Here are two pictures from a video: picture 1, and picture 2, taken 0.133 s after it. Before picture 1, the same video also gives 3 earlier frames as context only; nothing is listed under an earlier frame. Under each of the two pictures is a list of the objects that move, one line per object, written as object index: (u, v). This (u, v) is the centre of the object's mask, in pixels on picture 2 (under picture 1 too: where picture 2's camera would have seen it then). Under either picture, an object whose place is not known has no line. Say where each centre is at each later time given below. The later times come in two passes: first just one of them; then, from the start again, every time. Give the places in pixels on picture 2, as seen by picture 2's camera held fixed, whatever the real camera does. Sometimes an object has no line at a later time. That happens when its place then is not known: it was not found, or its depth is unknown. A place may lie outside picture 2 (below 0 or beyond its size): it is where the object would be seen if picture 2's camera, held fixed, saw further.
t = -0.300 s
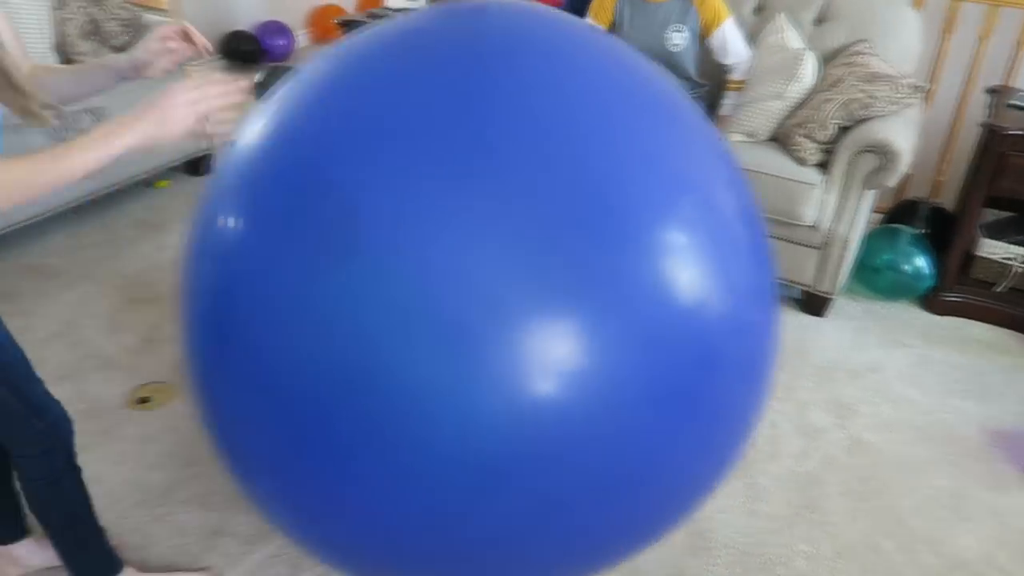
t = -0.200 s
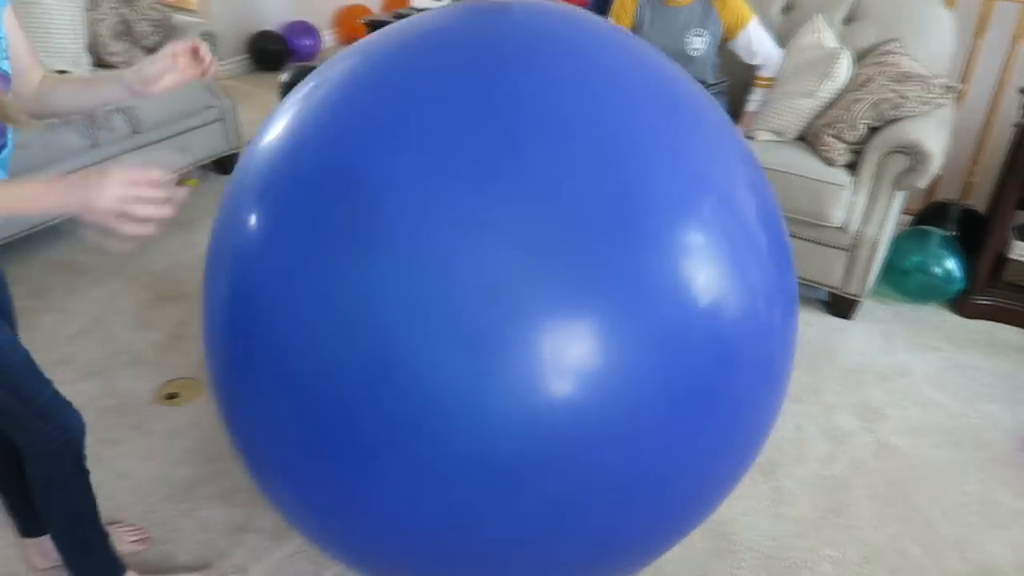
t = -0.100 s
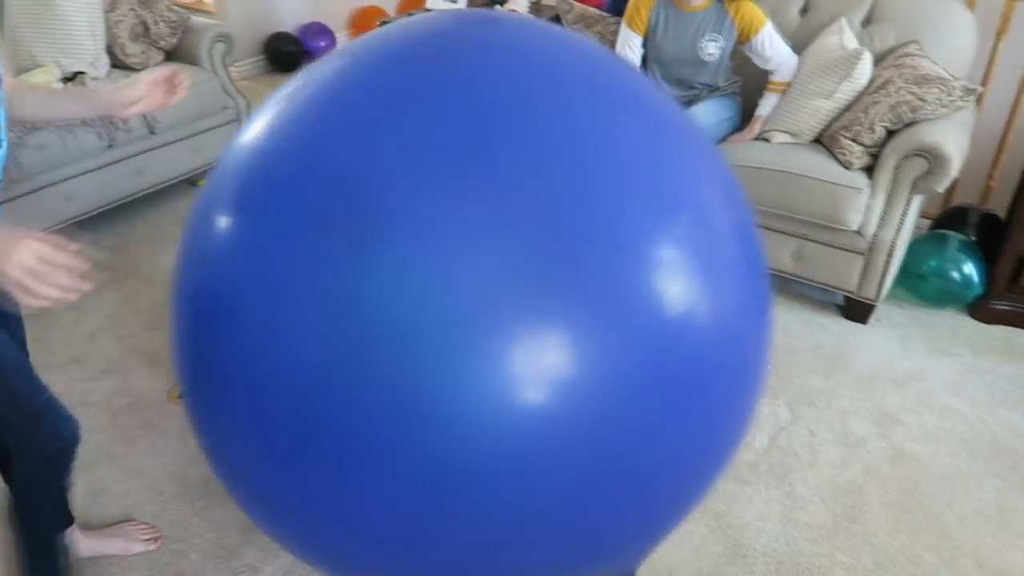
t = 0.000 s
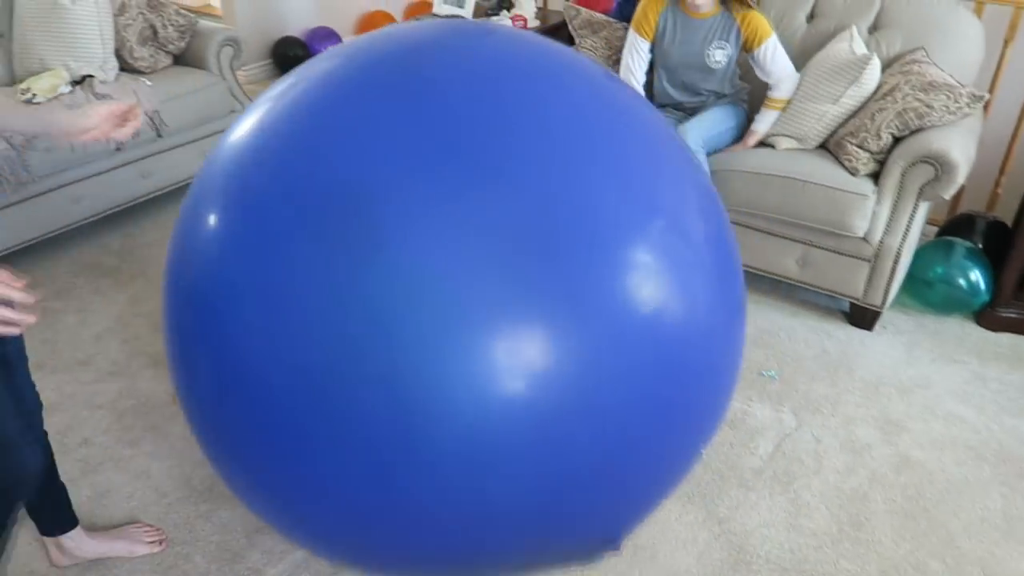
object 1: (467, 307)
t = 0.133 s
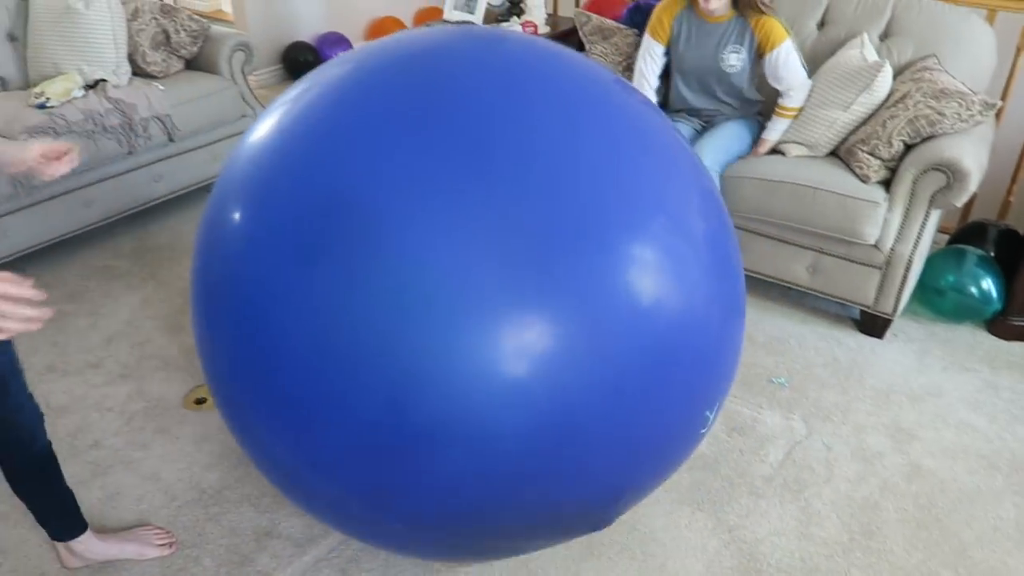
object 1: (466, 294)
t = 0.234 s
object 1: (462, 291)
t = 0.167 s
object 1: (466, 295)
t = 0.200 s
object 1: (465, 293)
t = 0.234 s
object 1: (462, 291)
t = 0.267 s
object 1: (459, 292)
